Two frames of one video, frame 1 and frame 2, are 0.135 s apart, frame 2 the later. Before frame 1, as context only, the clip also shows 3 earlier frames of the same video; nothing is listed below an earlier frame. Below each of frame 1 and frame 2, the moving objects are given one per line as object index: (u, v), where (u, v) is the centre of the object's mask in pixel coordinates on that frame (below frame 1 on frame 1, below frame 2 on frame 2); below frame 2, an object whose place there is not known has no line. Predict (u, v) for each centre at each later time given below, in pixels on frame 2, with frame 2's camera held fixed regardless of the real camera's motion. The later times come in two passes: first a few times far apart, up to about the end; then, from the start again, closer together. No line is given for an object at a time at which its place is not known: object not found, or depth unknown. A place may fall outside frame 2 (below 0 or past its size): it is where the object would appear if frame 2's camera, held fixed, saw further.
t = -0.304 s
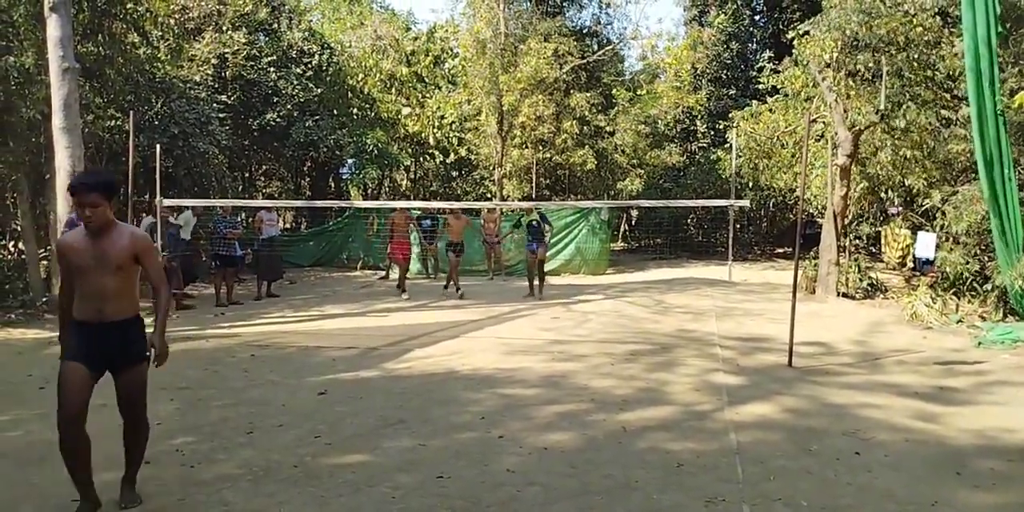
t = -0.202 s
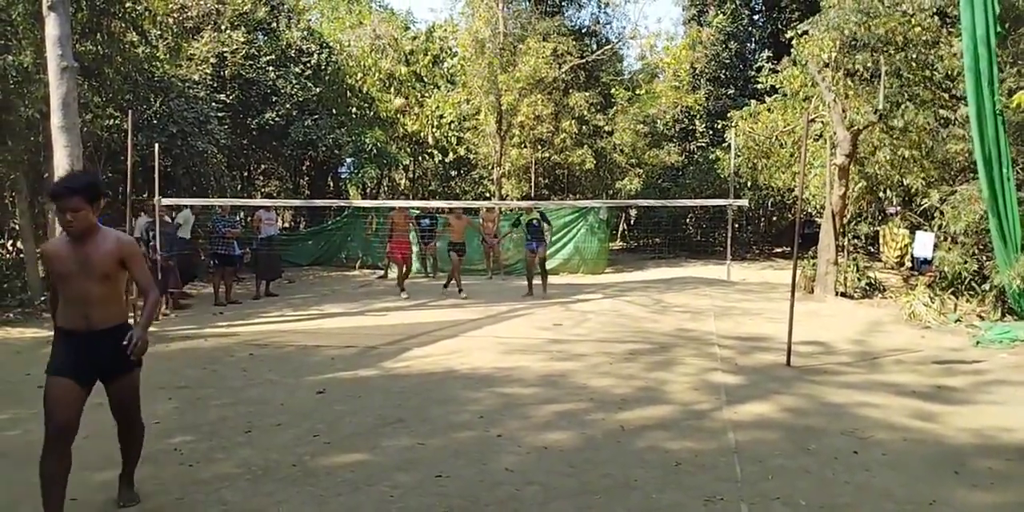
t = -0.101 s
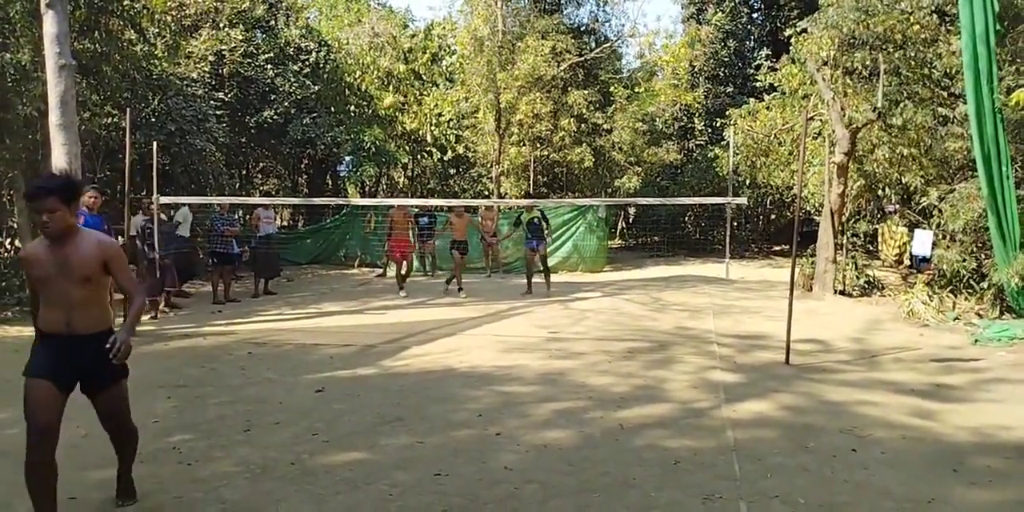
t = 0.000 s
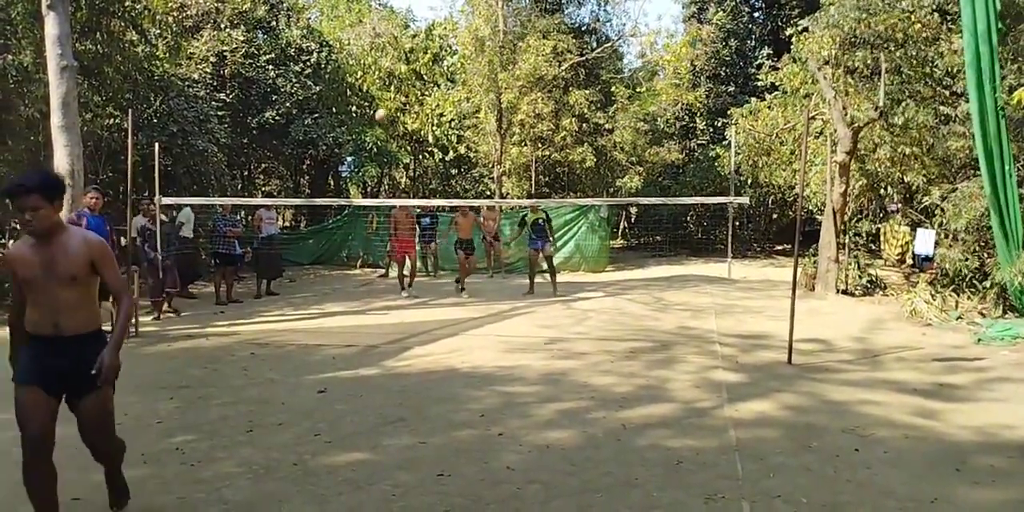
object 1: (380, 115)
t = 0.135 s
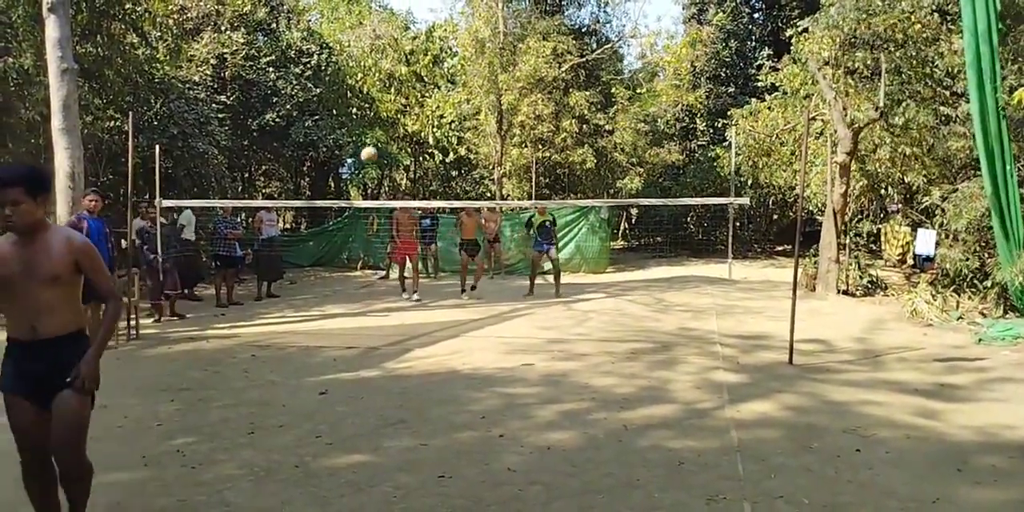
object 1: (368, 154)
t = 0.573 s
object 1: (302, 424)
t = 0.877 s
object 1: (236, 350)
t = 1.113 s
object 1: (116, 493)
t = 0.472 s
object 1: (317, 430)
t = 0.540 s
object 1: (307, 440)
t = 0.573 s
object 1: (302, 424)
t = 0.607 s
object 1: (296, 411)
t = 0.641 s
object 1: (290, 397)
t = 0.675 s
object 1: (284, 387)
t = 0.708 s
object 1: (277, 375)
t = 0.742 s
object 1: (270, 367)
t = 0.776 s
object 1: (263, 359)
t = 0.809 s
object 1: (254, 355)
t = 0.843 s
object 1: (246, 350)
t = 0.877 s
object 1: (236, 350)
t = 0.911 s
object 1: (225, 352)
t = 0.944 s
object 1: (202, 367)
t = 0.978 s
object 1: (188, 382)
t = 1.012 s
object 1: (173, 400)
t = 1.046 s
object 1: (156, 425)
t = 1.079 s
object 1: (137, 460)
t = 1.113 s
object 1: (116, 493)
